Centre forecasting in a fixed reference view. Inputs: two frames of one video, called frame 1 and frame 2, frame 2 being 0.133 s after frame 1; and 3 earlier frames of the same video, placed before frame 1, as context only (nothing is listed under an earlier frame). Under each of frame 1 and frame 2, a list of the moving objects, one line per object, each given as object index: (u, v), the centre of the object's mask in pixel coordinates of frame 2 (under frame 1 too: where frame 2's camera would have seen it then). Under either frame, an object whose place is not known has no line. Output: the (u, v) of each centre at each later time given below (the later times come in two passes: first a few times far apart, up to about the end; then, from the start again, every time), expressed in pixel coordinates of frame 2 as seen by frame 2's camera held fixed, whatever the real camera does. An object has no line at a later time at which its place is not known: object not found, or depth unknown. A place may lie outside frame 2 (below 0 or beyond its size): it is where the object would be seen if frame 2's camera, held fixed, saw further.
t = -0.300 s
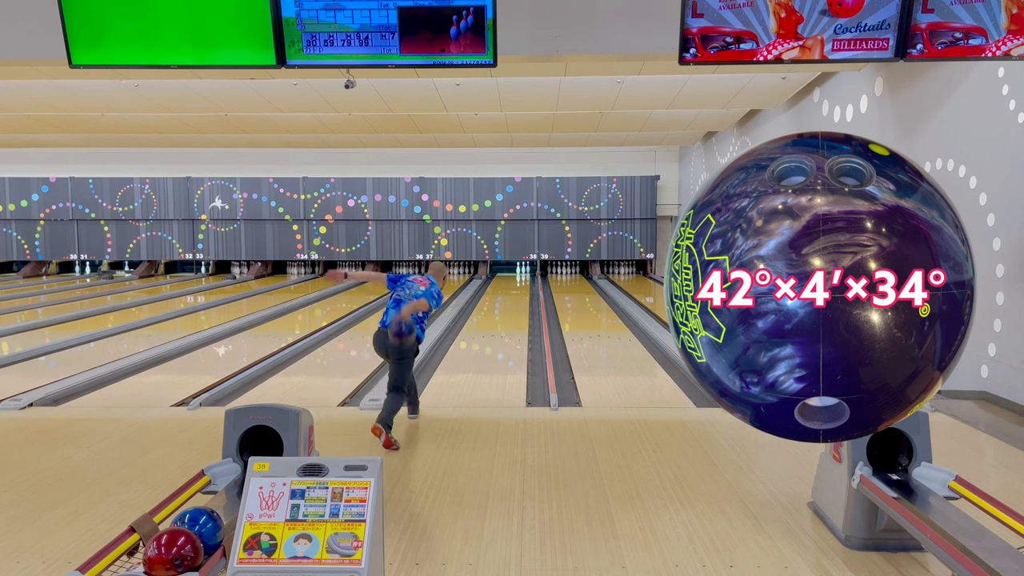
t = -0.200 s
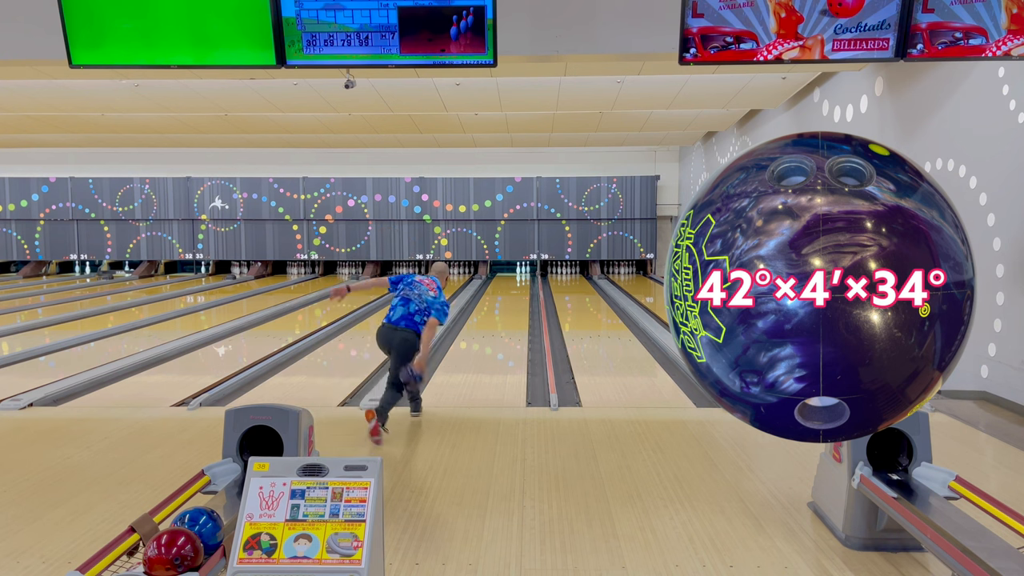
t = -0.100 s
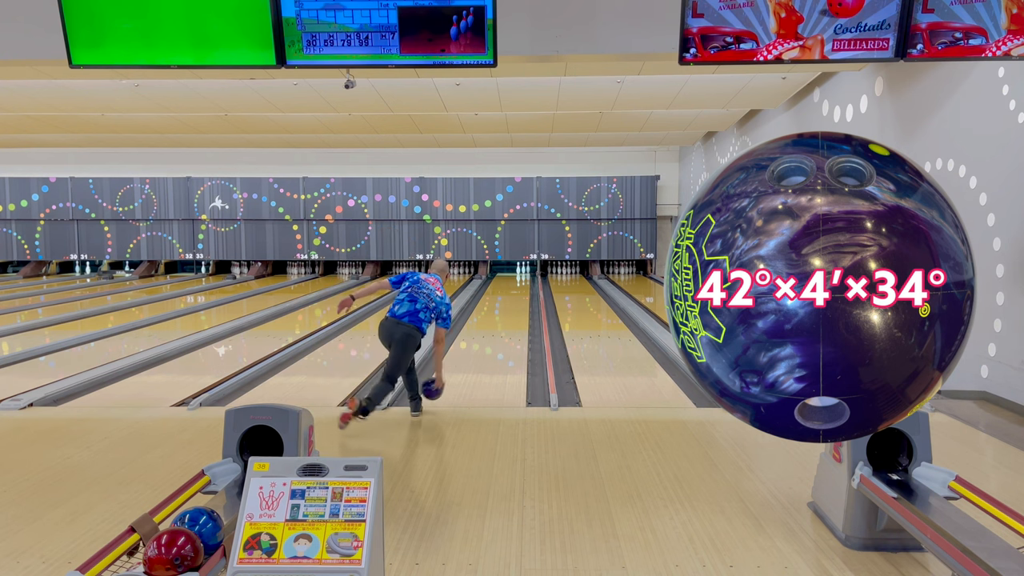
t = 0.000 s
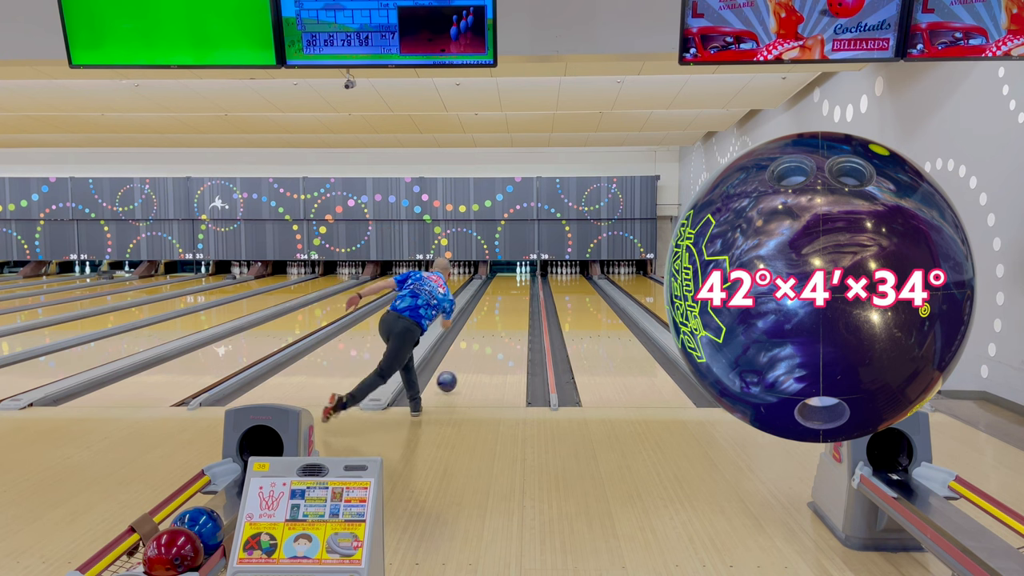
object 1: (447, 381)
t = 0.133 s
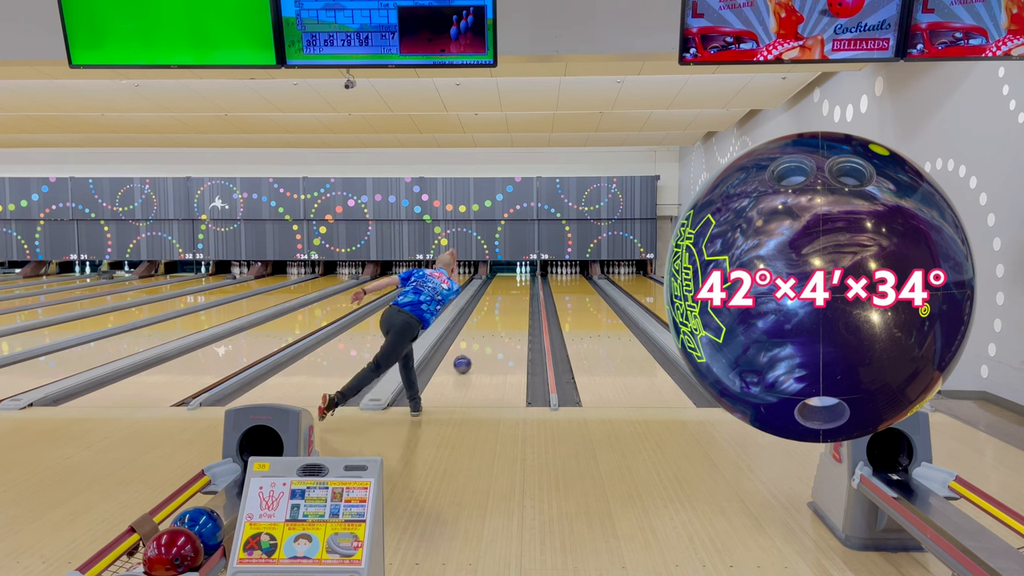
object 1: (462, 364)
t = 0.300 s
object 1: (477, 346)
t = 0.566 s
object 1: (494, 325)
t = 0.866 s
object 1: (507, 308)
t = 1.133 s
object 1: (515, 297)
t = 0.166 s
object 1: (466, 360)
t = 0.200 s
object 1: (469, 356)
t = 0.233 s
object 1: (471, 352)
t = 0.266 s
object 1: (474, 349)
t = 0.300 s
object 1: (477, 346)
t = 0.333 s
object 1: (480, 343)
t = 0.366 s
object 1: (482, 340)
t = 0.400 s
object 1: (484, 337)
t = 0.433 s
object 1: (486, 334)
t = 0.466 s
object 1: (489, 332)
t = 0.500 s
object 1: (491, 329)
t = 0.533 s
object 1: (492, 327)
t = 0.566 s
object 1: (494, 325)
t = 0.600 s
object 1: (496, 322)
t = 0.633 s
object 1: (498, 321)
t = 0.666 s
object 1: (499, 318)
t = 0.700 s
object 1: (501, 317)
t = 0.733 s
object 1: (502, 315)
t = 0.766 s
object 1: (504, 313)
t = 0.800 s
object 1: (505, 311)
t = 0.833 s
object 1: (506, 310)
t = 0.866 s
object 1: (507, 308)
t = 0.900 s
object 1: (508, 307)
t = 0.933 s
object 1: (509, 305)
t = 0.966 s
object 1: (511, 304)
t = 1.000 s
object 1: (512, 302)
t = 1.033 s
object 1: (513, 301)
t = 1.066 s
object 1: (514, 300)
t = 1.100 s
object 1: (514, 299)
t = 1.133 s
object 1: (515, 297)
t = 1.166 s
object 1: (516, 296)
